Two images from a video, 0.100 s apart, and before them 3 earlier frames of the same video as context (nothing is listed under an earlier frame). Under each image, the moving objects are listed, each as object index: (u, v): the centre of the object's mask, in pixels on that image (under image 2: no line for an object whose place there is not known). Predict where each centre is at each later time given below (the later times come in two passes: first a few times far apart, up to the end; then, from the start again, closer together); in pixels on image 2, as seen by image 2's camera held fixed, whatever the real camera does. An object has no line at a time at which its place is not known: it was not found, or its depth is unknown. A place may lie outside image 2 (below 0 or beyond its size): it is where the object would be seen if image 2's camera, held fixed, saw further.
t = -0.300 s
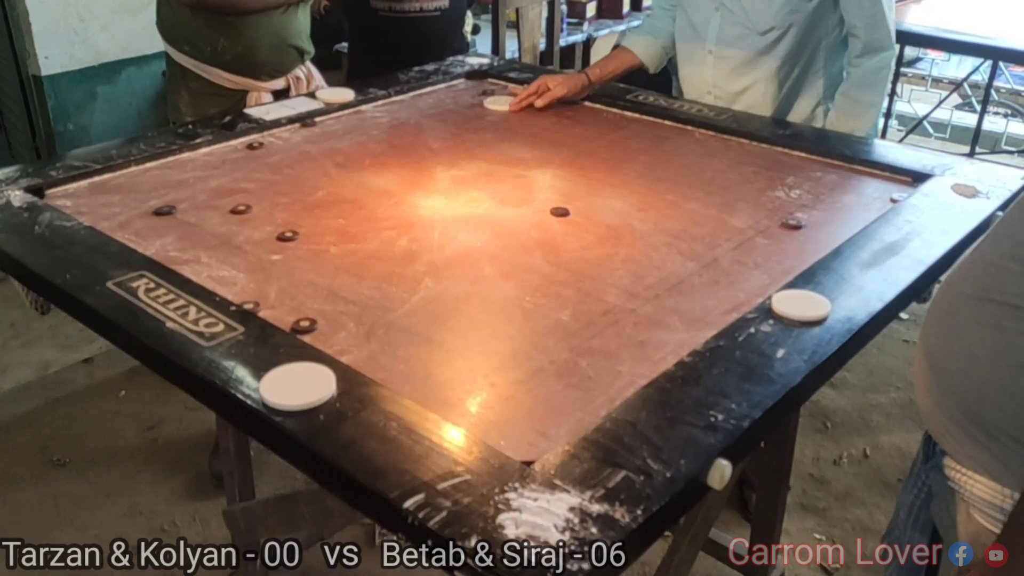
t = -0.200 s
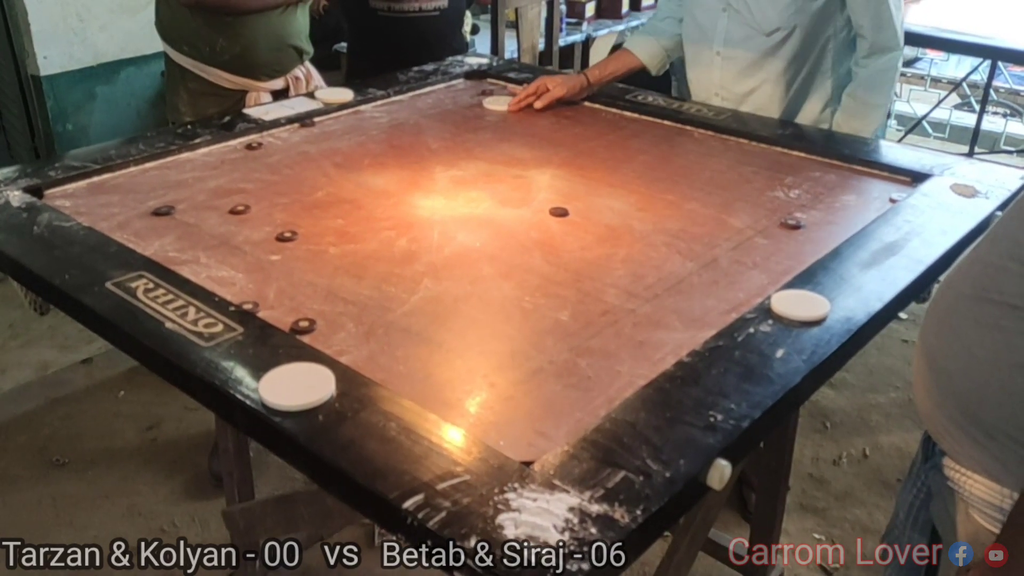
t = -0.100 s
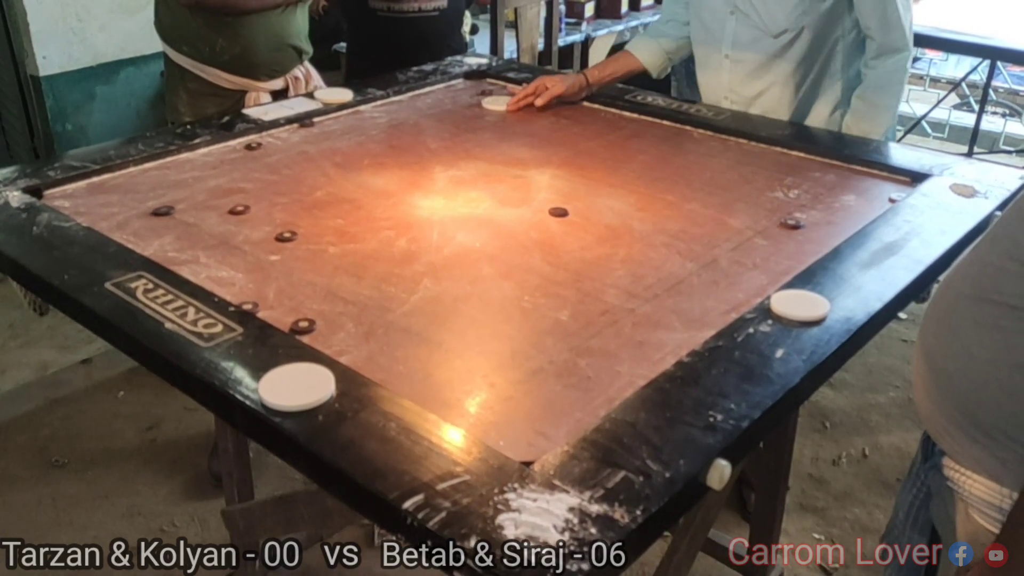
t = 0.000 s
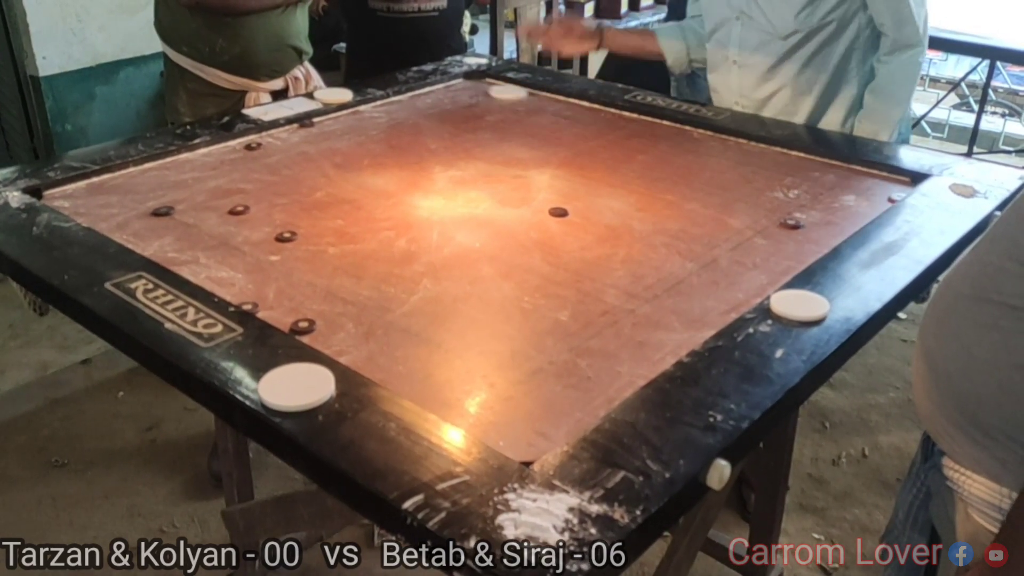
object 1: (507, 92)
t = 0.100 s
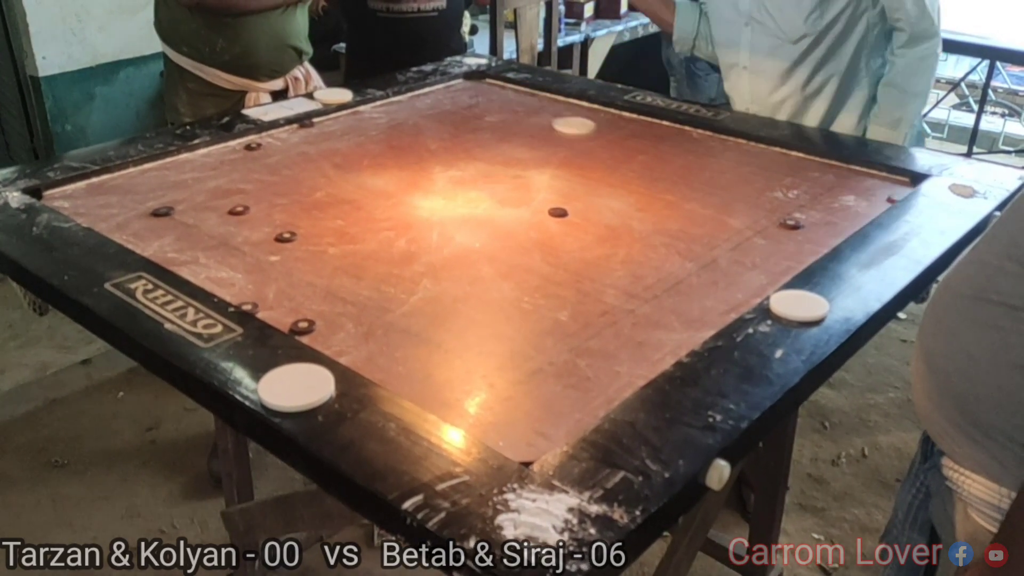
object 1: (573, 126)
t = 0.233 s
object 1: (688, 182)
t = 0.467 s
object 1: (644, 239)
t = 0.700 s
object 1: (363, 227)
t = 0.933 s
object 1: (158, 218)
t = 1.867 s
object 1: (162, 171)
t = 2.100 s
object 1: (163, 171)
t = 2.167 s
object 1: (163, 170)
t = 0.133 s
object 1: (599, 139)
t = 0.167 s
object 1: (626, 152)
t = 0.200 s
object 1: (655, 166)
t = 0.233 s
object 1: (688, 182)
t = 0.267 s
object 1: (723, 200)
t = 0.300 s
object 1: (760, 219)
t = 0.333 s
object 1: (792, 239)
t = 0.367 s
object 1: (778, 246)
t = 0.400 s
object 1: (732, 243)
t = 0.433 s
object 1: (687, 241)
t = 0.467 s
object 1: (644, 239)
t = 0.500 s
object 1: (602, 237)
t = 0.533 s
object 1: (559, 235)
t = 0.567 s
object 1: (520, 233)
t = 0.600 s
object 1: (480, 231)
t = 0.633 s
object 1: (440, 229)
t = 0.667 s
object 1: (401, 228)
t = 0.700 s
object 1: (363, 227)
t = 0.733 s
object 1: (327, 226)
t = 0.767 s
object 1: (294, 223)
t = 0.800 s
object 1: (263, 221)
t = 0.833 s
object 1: (234, 219)
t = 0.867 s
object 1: (205, 219)
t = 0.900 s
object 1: (180, 218)
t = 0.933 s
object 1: (158, 218)
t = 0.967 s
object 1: (136, 218)
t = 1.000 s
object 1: (116, 218)
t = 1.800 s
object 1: (162, 171)
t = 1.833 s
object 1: (162, 171)
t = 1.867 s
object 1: (162, 171)
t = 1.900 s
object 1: (162, 171)
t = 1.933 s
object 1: (162, 171)
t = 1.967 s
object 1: (162, 171)
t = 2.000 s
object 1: (163, 171)
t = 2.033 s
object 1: (163, 171)
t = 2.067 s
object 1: (163, 171)
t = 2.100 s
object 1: (163, 171)
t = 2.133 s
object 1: (163, 171)
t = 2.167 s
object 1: (163, 170)
